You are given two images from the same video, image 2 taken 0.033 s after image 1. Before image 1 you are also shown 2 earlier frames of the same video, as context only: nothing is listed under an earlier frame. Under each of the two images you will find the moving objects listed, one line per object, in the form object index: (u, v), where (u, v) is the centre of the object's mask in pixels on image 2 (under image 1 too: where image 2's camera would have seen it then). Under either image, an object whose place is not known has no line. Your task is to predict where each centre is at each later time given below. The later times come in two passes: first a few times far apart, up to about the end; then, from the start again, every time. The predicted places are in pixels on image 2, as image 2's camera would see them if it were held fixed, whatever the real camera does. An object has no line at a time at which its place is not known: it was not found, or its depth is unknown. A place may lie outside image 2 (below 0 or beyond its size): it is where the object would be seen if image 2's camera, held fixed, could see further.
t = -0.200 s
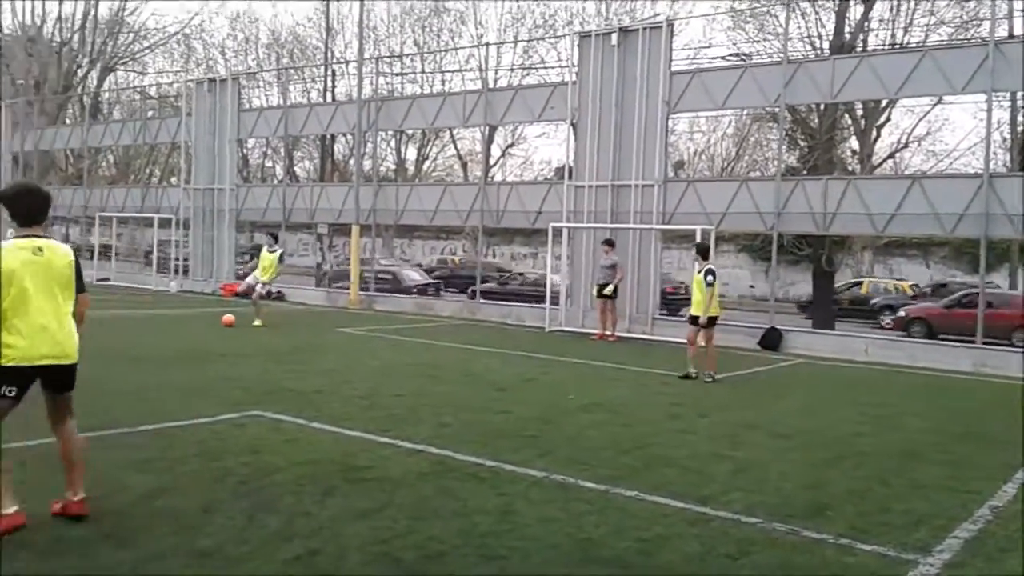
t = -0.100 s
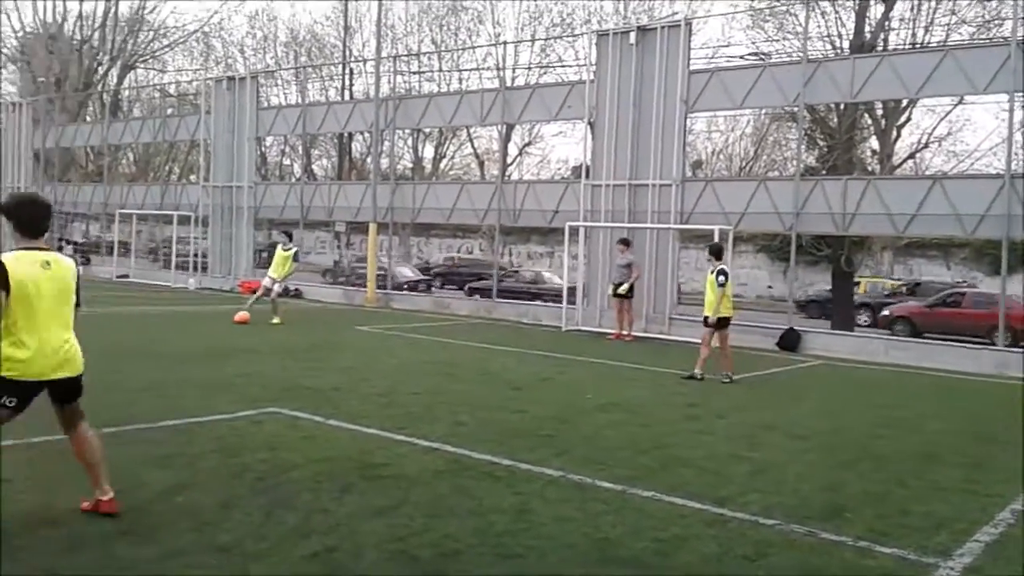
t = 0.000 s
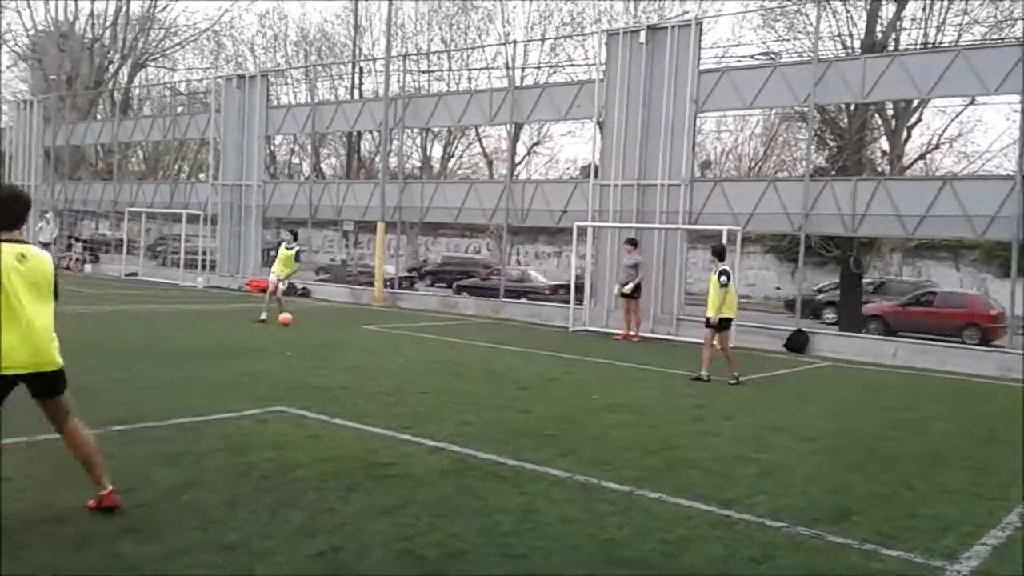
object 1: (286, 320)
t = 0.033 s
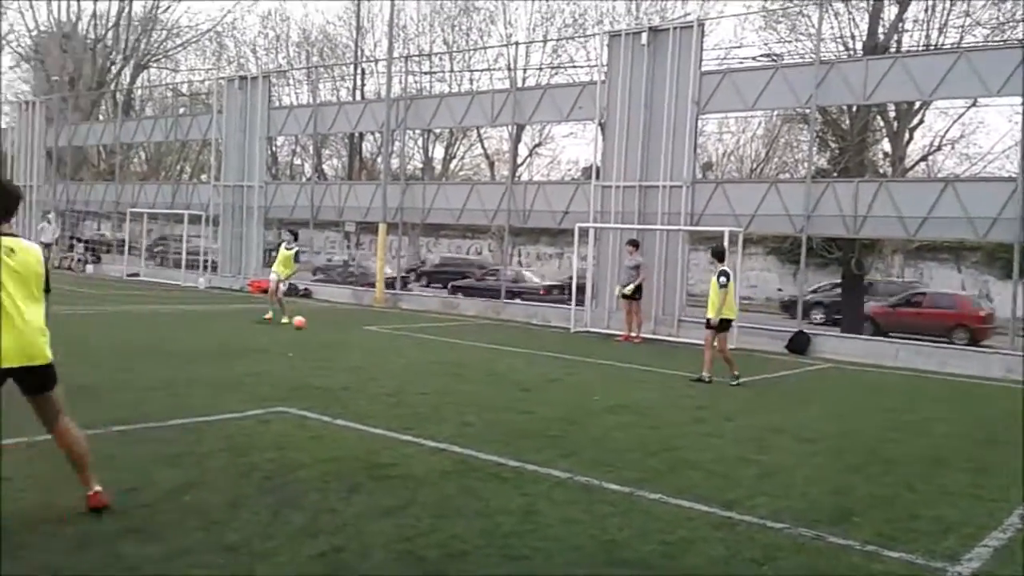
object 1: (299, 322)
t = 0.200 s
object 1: (354, 330)
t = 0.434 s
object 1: (427, 340)
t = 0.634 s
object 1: (481, 346)
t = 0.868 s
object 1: (536, 355)
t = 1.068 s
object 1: (582, 361)
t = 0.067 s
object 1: (310, 324)
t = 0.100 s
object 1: (320, 326)
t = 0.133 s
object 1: (332, 327)
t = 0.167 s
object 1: (343, 329)
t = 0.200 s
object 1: (354, 330)
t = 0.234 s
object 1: (365, 331)
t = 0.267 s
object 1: (375, 333)
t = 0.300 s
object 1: (386, 334)
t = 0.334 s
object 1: (396, 335)
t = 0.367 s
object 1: (407, 337)
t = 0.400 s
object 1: (417, 339)
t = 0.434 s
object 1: (427, 340)
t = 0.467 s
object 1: (438, 341)
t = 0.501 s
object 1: (446, 342)
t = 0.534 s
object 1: (456, 344)
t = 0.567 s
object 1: (465, 345)
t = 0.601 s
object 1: (472, 345)
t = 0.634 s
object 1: (481, 346)
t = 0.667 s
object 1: (489, 348)
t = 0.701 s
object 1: (497, 350)
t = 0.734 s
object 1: (504, 350)
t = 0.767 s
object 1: (512, 351)
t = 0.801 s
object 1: (520, 353)
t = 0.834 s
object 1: (528, 354)
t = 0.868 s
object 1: (536, 355)
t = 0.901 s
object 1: (543, 356)
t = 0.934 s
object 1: (551, 357)
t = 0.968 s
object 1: (559, 359)
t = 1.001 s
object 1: (566, 360)
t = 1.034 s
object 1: (574, 360)
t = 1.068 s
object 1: (582, 361)
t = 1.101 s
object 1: (590, 362)
